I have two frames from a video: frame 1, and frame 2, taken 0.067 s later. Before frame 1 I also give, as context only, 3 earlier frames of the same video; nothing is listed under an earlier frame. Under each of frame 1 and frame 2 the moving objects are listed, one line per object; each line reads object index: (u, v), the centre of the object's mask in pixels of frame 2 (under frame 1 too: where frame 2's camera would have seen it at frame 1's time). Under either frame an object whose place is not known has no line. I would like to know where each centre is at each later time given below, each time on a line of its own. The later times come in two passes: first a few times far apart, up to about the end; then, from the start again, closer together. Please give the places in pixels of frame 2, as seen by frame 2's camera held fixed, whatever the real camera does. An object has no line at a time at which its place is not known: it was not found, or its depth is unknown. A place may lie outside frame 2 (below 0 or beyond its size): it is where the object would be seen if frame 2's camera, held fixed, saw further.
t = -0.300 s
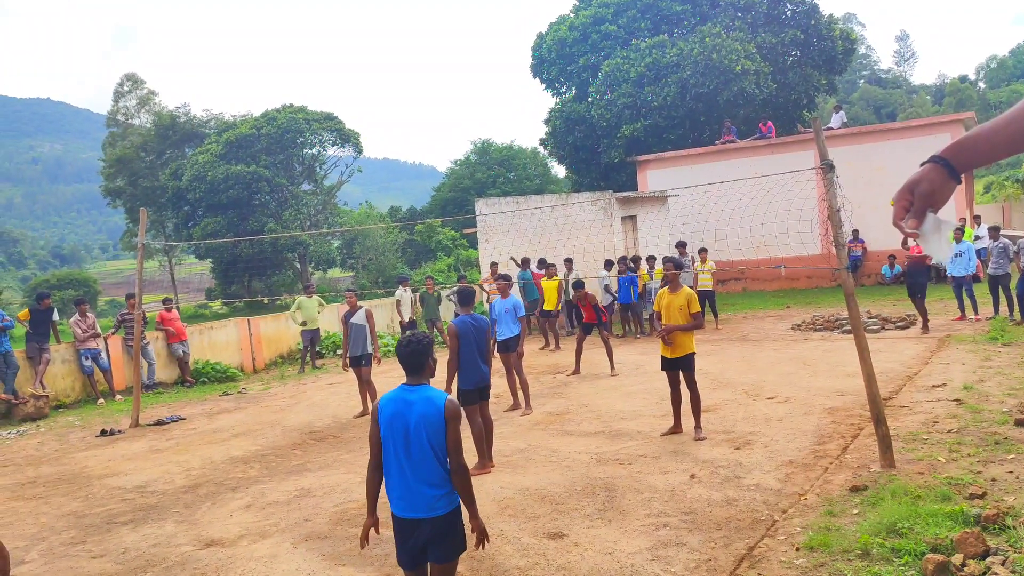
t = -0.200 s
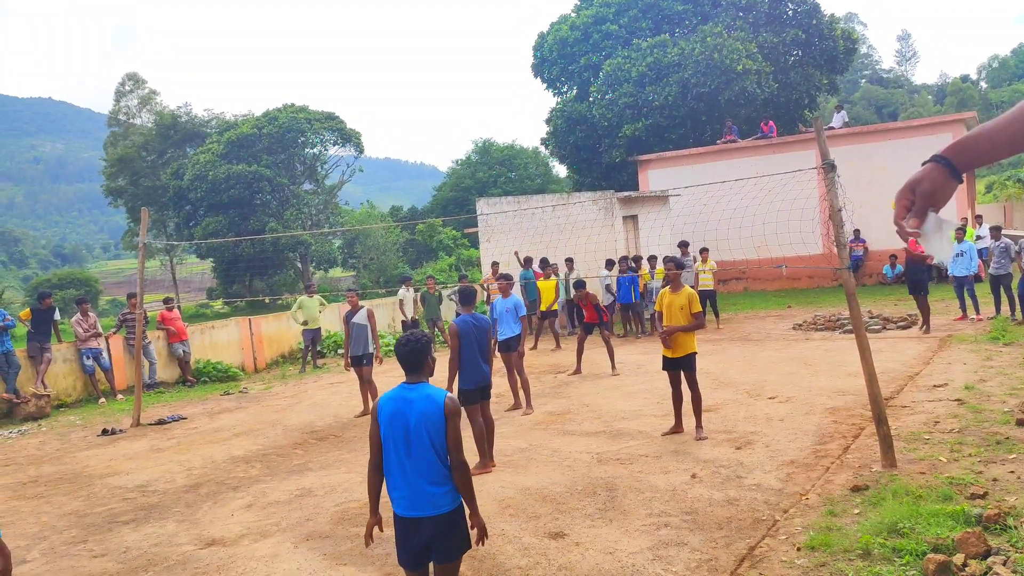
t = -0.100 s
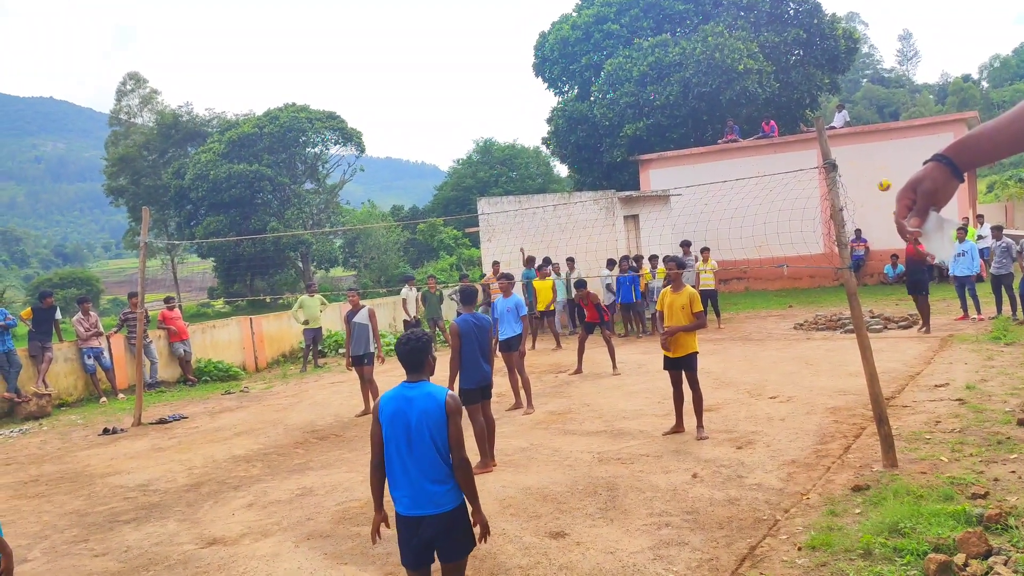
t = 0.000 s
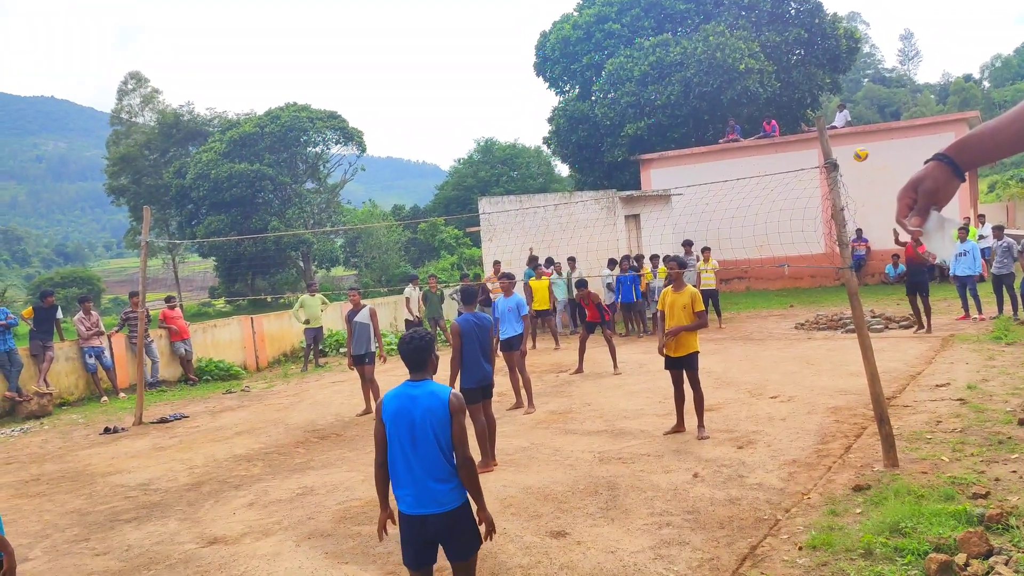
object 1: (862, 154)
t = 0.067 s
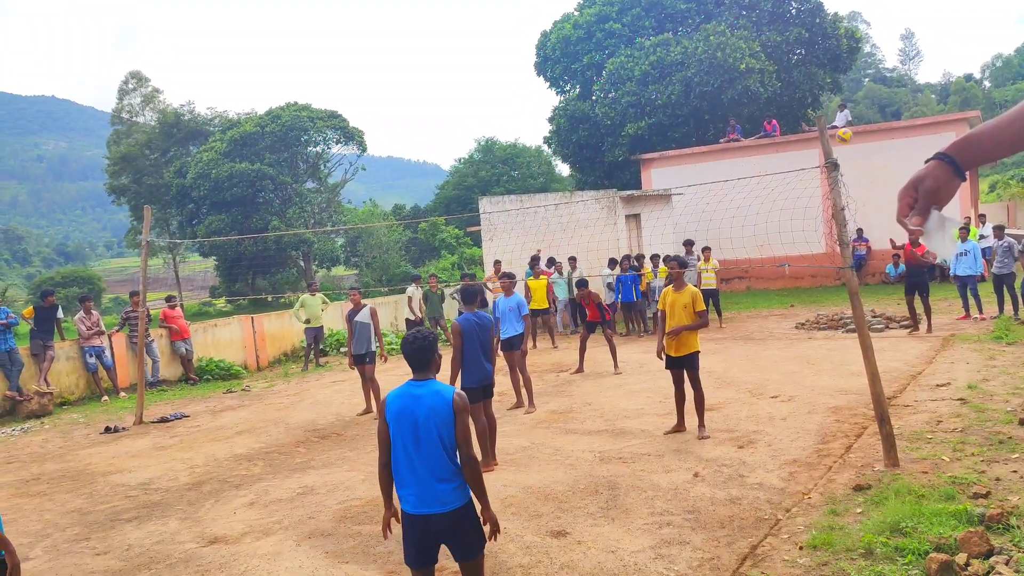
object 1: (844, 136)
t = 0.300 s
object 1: (777, 94)
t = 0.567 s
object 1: (686, 99)
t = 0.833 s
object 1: (545, 205)
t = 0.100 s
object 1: (835, 128)
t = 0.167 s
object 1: (816, 113)
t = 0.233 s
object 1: (797, 102)
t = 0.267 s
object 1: (787, 98)
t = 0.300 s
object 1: (777, 94)
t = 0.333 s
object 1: (767, 91)
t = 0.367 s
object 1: (756, 89)
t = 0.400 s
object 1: (746, 89)
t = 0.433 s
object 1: (735, 89)
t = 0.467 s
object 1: (724, 90)
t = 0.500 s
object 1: (712, 91)
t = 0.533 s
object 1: (699, 94)
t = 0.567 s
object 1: (686, 99)
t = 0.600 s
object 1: (672, 105)
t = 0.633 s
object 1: (656, 112)
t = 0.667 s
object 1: (640, 122)
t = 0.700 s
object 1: (623, 134)
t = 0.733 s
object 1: (605, 148)
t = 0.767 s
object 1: (586, 164)
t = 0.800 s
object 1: (566, 183)
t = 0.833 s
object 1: (545, 205)
